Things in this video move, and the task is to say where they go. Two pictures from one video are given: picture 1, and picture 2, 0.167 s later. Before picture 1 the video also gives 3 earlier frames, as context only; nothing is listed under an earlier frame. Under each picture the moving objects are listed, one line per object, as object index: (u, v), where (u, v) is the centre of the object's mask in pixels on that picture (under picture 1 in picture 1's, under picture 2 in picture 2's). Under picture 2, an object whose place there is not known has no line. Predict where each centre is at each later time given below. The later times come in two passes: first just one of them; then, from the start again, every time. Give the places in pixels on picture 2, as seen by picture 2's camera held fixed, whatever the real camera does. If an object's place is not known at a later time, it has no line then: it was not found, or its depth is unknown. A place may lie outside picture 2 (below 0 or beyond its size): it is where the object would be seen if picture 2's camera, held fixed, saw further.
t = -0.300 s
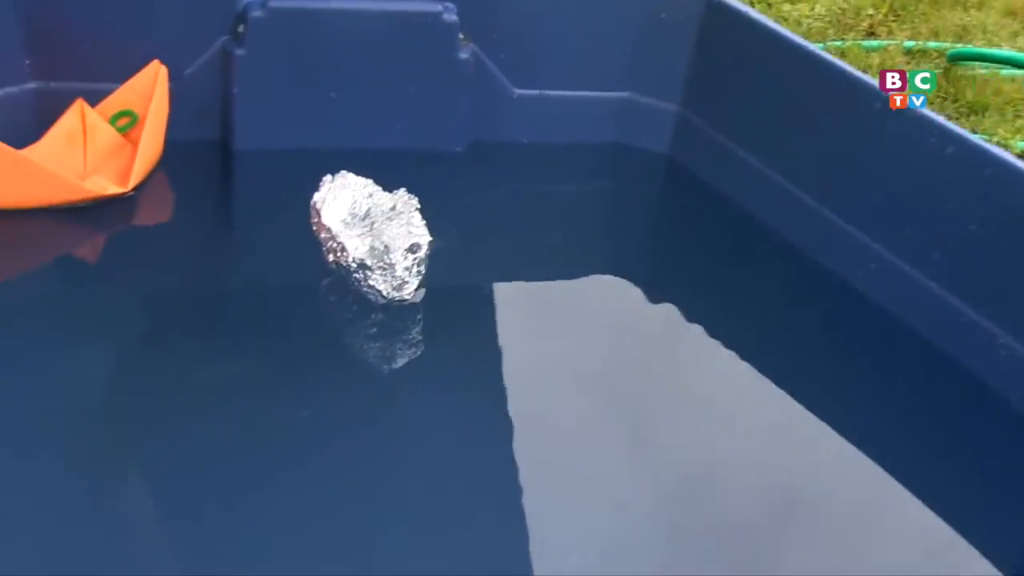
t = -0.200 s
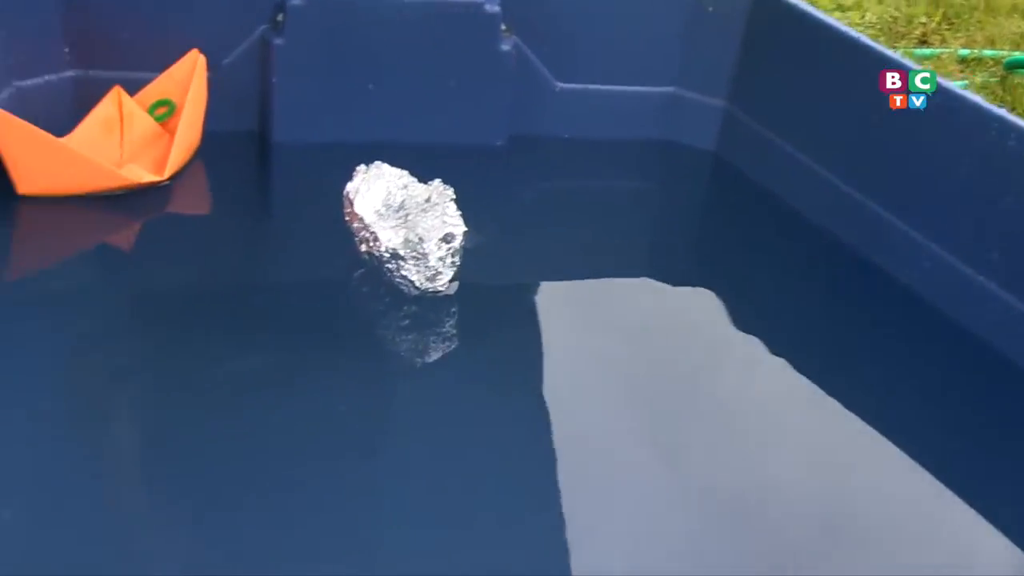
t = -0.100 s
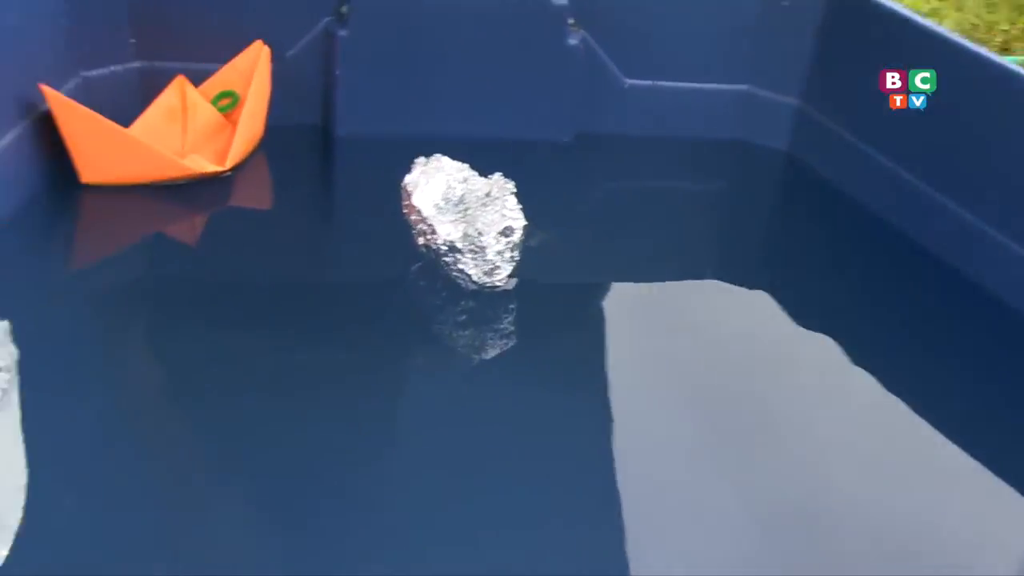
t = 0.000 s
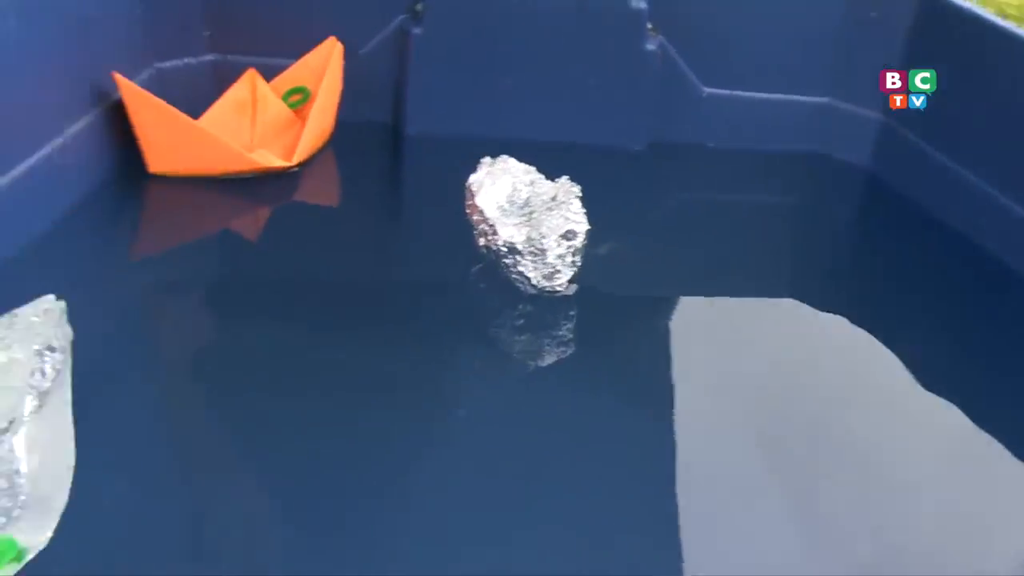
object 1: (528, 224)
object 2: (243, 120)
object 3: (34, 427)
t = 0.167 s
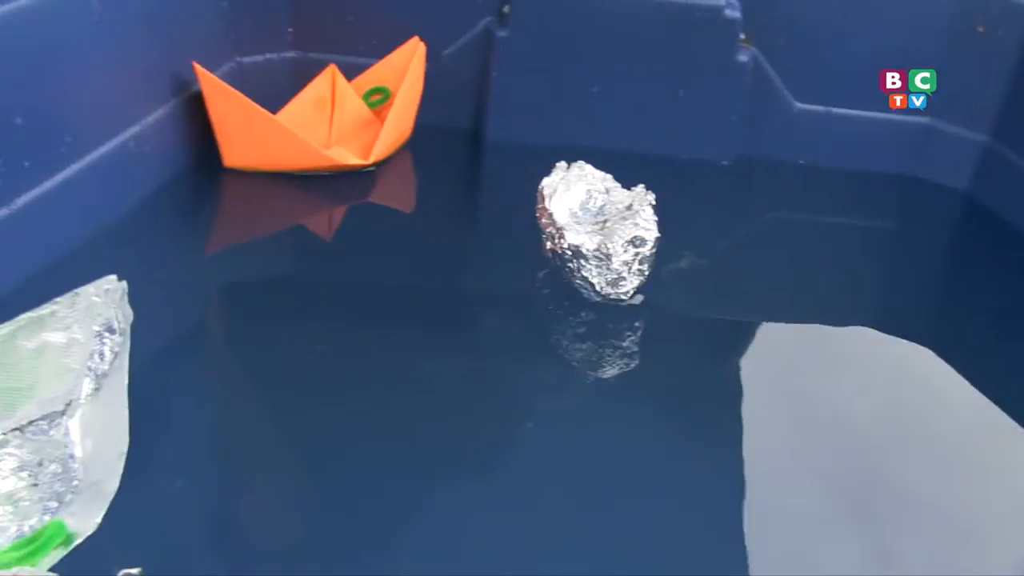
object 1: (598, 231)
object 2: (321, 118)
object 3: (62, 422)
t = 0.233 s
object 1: (595, 229)
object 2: (322, 117)
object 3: (52, 427)
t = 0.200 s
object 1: (596, 230)
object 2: (321, 117)
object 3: (57, 425)
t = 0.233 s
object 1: (595, 229)
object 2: (322, 117)
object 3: (52, 427)
